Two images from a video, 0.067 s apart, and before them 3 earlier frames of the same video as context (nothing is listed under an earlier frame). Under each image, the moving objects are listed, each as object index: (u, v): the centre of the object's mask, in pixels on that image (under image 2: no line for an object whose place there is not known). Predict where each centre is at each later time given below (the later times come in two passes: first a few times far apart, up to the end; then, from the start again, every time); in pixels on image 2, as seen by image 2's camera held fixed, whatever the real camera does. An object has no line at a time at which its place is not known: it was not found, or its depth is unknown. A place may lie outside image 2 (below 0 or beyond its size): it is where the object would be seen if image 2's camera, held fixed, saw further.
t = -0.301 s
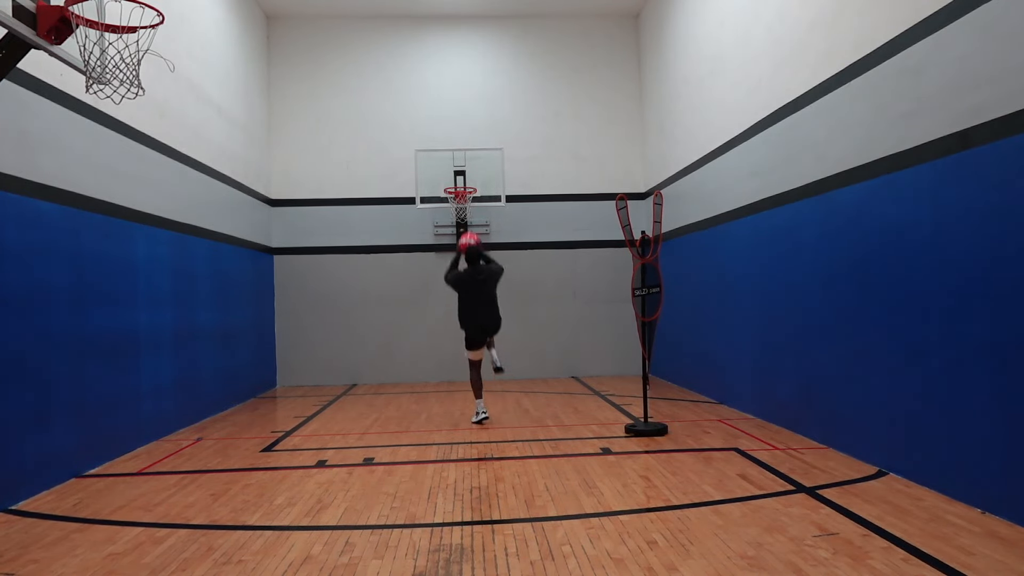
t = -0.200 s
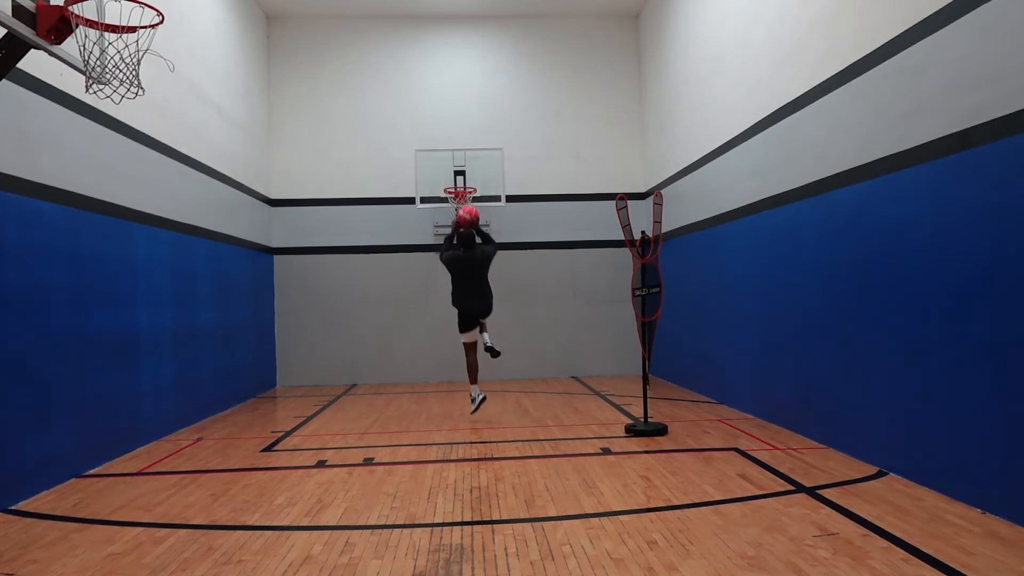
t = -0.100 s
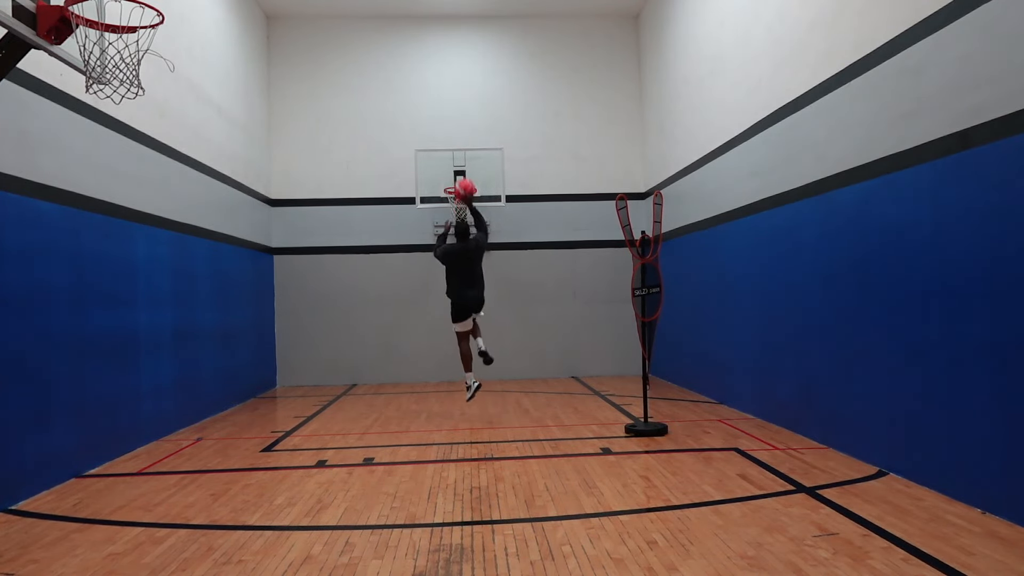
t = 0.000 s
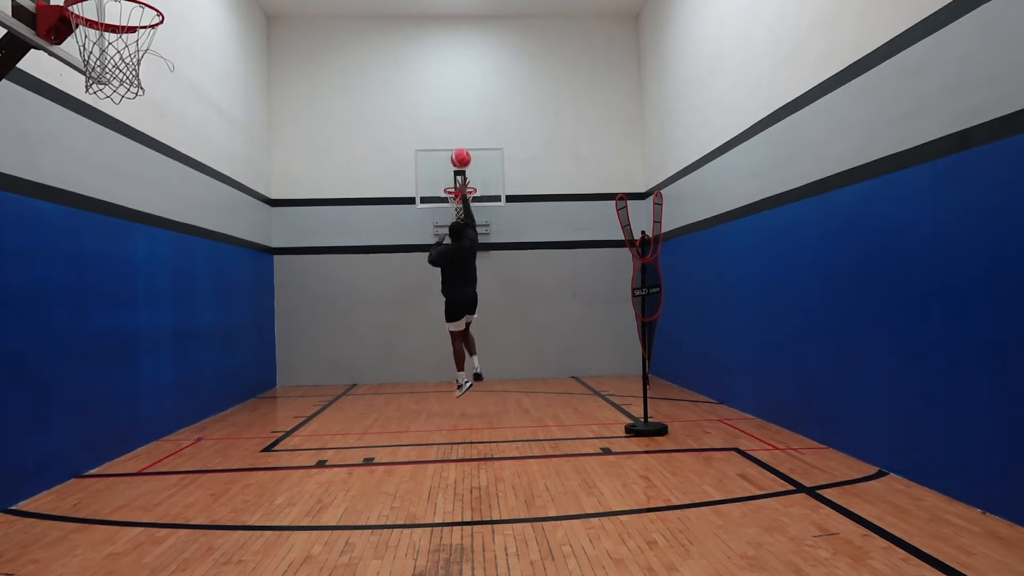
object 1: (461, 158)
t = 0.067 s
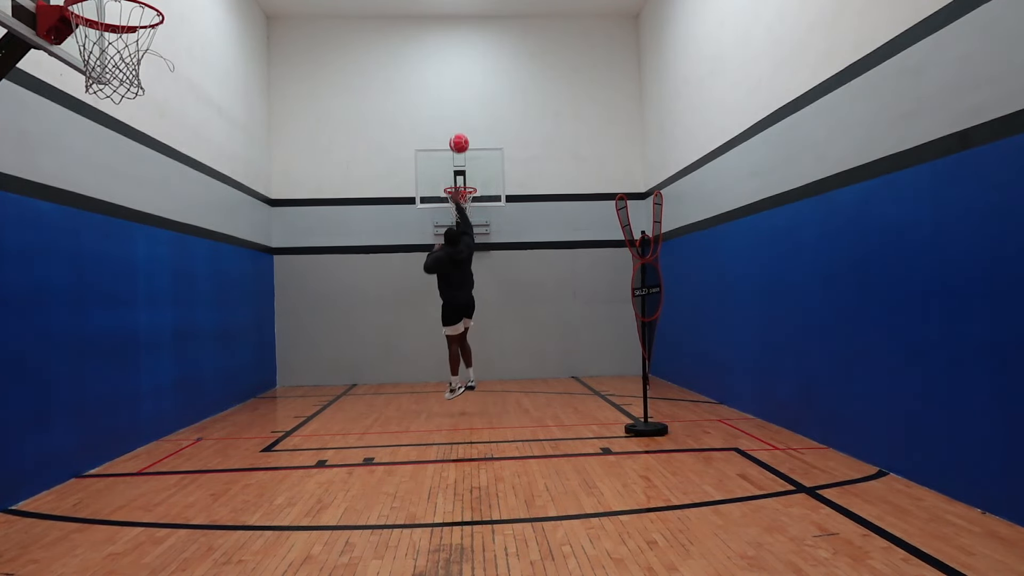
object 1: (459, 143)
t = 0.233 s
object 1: (455, 124)
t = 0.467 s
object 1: (452, 133)
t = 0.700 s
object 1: (449, 178)
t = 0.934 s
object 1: (452, 182)
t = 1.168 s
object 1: (449, 180)
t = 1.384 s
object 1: (457, 182)
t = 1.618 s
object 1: (466, 190)
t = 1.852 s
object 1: (463, 216)
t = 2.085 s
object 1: (457, 258)
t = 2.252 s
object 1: (452, 310)
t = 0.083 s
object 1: (459, 140)
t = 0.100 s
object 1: (458, 138)
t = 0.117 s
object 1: (458, 135)
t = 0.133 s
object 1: (457, 133)
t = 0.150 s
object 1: (457, 131)
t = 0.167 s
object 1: (457, 129)
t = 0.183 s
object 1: (456, 128)
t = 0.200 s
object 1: (456, 126)
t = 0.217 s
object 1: (455, 125)
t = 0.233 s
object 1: (455, 124)
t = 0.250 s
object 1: (455, 124)
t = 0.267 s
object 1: (455, 123)
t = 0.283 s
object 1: (454, 123)
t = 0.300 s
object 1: (454, 123)
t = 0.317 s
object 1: (454, 123)
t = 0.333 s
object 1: (454, 123)
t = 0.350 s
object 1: (453, 124)
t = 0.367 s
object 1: (453, 125)
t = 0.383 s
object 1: (453, 126)
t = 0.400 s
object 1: (453, 127)
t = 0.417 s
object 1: (452, 128)
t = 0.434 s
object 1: (452, 130)
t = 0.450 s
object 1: (452, 132)
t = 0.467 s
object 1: (452, 133)
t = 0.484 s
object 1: (451, 136)
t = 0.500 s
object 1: (451, 138)
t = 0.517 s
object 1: (451, 140)
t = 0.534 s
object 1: (451, 143)
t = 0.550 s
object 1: (451, 145)
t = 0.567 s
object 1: (450, 148)
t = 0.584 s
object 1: (450, 151)
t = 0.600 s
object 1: (450, 155)
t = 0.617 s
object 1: (450, 158)
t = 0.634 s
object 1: (450, 162)
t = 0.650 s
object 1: (449, 165)
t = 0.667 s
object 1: (449, 169)
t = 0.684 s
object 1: (449, 173)
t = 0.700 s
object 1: (449, 178)
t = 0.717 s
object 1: (449, 180)
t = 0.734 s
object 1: (449, 180)
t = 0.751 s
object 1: (449, 179)
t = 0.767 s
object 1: (450, 178)
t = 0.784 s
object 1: (450, 178)
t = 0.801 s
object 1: (450, 178)
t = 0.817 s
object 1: (451, 178)
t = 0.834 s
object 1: (451, 178)
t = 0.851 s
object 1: (451, 178)
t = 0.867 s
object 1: (452, 179)
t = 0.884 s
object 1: (452, 180)
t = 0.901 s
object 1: (452, 180)
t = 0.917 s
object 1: (452, 181)
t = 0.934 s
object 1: (452, 182)
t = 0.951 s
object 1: (453, 183)
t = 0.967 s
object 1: (453, 183)
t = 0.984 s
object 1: (452, 182)
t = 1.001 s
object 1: (452, 181)
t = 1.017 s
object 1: (452, 180)
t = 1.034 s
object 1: (451, 180)
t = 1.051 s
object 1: (451, 179)
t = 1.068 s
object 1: (451, 179)
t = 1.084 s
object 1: (451, 179)
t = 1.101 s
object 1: (450, 179)
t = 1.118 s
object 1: (450, 179)
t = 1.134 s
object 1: (450, 179)
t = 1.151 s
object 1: (449, 180)
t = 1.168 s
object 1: (449, 180)
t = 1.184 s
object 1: (449, 181)
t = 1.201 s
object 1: (449, 181)
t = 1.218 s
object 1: (449, 181)
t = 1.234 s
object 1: (450, 180)
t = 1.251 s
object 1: (451, 180)
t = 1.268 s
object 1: (452, 180)
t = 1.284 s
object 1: (452, 180)
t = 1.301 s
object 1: (453, 180)
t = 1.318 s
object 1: (454, 180)
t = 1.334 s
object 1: (454, 180)
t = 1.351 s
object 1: (455, 181)
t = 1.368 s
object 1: (456, 182)
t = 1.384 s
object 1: (457, 182)
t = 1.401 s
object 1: (458, 181)
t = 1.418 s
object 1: (459, 181)
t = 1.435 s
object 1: (460, 182)
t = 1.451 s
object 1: (461, 183)
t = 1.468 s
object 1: (462, 183)
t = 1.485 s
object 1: (463, 183)
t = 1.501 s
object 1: (464, 184)
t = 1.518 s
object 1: (465, 184)
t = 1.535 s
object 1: (466, 184)
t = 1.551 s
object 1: (467, 185)
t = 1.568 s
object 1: (467, 186)
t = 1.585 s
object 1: (467, 186)
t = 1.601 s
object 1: (467, 186)
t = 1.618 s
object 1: (466, 190)
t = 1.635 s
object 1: (464, 195)
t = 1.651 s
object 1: (464, 197)
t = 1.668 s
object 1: (466, 198)
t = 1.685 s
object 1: (466, 200)
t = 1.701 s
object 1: (466, 201)
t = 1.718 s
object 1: (466, 202)
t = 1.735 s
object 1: (466, 204)
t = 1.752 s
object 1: (466, 206)
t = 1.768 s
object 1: (466, 207)
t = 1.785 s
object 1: (465, 210)
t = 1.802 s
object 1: (464, 211)
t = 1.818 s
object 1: (464, 213)
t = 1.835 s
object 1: (463, 214)
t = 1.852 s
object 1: (463, 216)
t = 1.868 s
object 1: (462, 218)
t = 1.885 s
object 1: (462, 221)
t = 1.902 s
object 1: (462, 223)
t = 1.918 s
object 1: (462, 225)
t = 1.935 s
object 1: (461, 227)
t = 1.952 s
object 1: (461, 230)
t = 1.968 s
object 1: (460, 233)
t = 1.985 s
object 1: (460, 236)
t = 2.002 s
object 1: (459, 239)
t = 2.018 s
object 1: (459, 243)
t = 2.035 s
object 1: (458, 246)
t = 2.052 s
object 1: (458, 250)
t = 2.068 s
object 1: (457, 254)
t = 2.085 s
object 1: (457, 258)
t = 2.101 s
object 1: (456, 262)
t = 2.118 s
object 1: (456, 267)
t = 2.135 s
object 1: (456, 271)
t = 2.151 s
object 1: (455, 276)
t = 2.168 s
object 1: (455, 281)
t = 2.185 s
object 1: (454, 286)
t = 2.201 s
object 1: (454, 292)
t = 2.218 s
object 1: (453, 298)
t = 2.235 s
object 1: (453, 304)
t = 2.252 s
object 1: (452, 310)
